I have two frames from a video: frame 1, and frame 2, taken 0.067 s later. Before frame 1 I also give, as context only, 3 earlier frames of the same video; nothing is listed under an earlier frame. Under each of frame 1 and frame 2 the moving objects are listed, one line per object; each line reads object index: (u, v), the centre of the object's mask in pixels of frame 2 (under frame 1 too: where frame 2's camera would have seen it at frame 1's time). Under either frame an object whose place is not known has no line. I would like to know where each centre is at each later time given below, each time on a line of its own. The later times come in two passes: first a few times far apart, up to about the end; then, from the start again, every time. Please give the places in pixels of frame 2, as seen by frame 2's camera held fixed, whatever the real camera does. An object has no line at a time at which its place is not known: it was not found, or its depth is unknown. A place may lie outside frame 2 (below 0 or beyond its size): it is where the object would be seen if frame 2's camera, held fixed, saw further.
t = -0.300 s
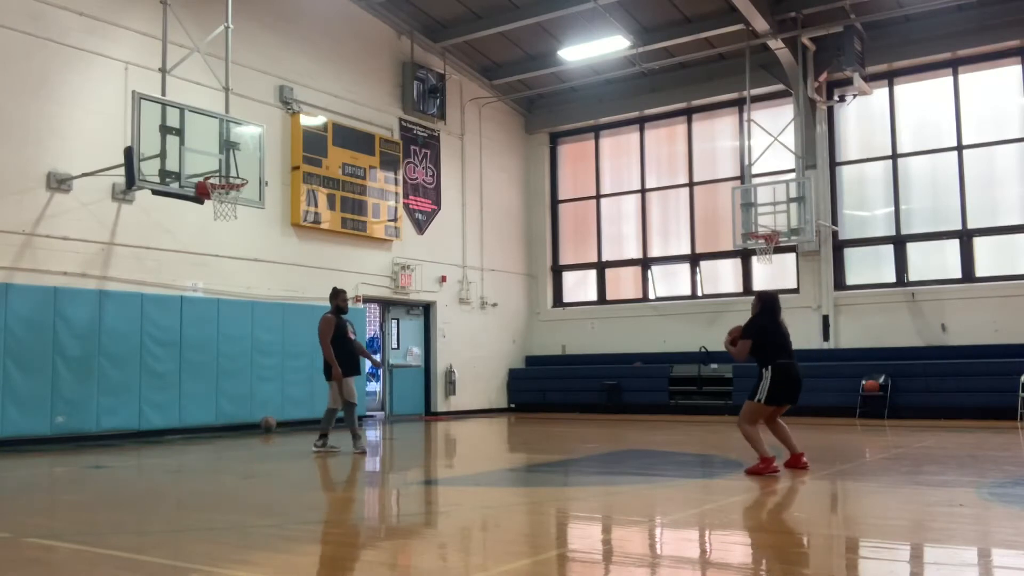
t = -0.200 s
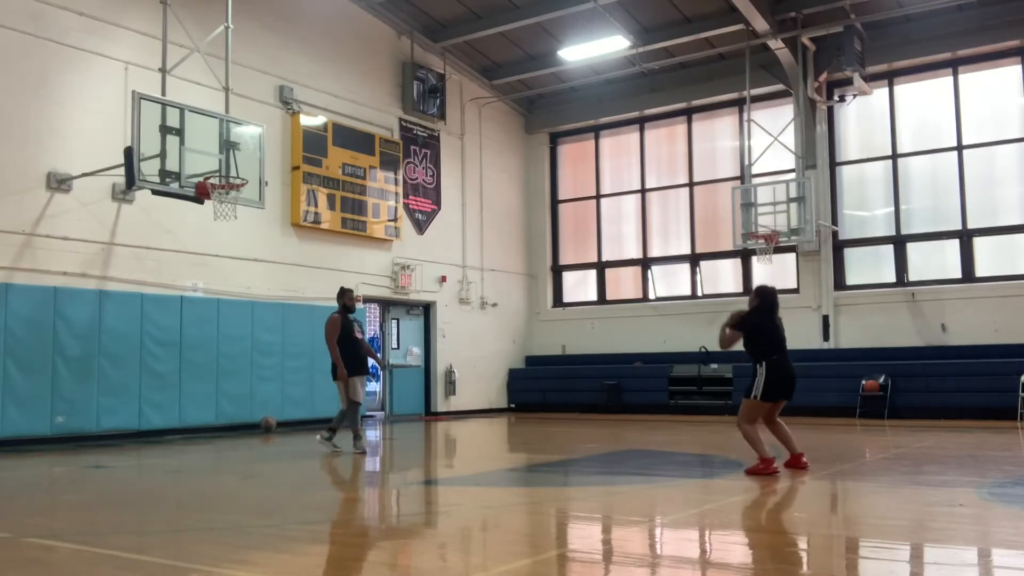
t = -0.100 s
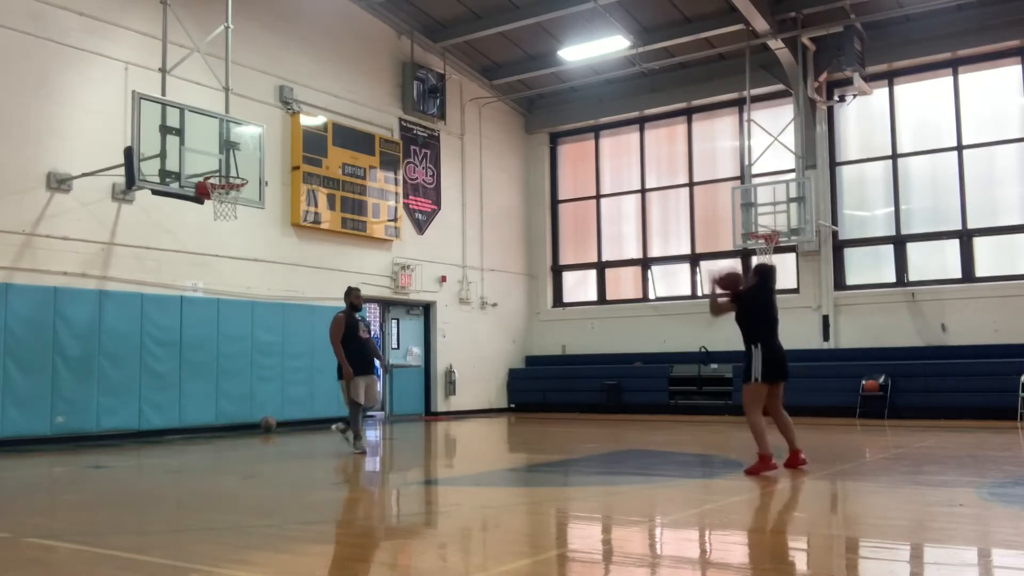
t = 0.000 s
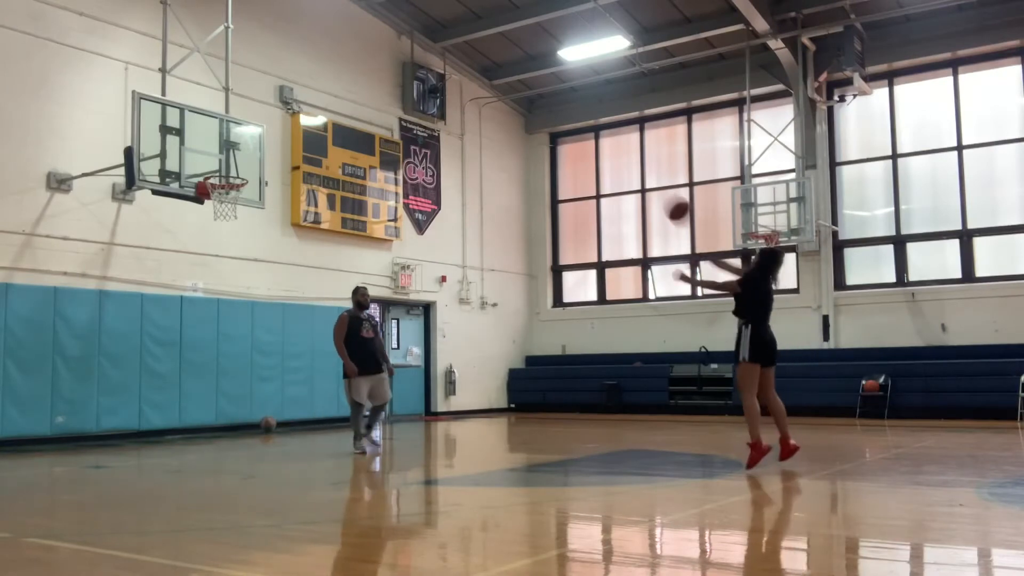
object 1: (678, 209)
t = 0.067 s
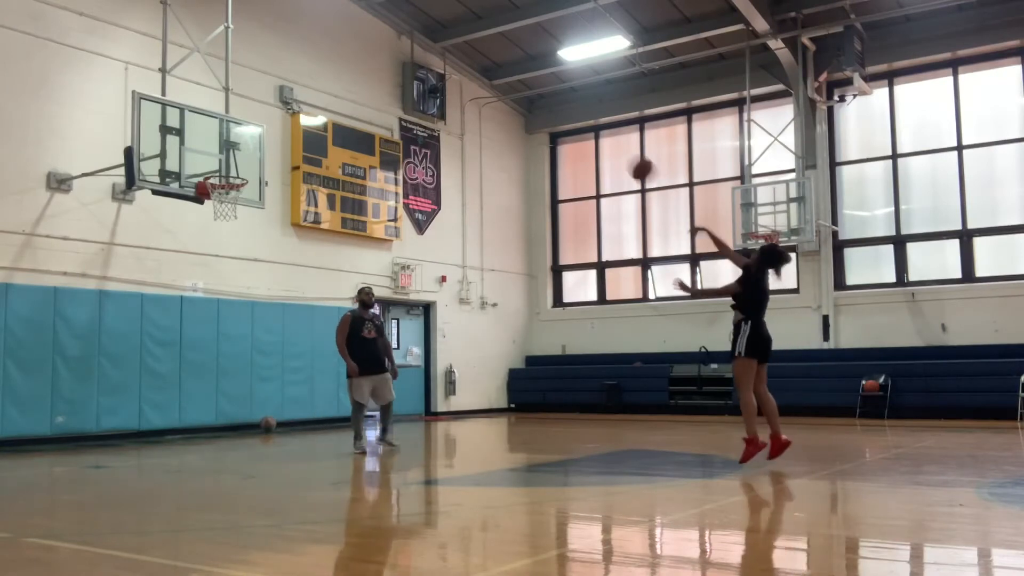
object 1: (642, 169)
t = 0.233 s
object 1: (561, 94)
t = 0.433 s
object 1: (471, 48)
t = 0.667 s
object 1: (381, 45)
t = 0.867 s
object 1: (313, 80)
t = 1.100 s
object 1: (239, 158)
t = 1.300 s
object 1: (211, 204)
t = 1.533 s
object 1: (215, 247)
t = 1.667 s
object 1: (216, 290)
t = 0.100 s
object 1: (624, 151)
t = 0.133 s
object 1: (606, 134)
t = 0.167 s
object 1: (592, 121)
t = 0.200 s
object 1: (574, 108)
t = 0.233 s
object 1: (561, 94)
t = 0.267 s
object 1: (544, 85)
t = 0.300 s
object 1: (527, 74)
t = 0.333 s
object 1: (512, 67)
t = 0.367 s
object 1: (498, 58)
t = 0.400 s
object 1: (485, 54)
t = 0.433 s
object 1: (471, 48)
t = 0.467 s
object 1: (457, 45)
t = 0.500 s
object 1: (443, 42)
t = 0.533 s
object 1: (431, 40)
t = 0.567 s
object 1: (418, 40)
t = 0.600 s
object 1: (405, 41)
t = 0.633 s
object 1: (393, 43)
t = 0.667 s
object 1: (381, 45)
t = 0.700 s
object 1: (370, 49)
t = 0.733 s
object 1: (358, 53)
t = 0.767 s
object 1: (346, 59)
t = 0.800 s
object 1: (335, 65)
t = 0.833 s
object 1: (324, 72)
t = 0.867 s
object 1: (313, 80)
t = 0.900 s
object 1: (302, 89)
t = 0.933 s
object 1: (291, 100)
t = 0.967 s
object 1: (280, 109)
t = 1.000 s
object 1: (270, 121)
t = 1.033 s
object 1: (261, 132)
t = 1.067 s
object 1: (249, 146)
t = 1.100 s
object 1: (239, 158)
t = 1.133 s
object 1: (229, 173)
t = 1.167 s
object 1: (223, 185)
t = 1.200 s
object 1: (212, 194)
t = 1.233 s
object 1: (211, 197)
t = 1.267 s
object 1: (210, 197)
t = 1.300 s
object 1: (211, 204)
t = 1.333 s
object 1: (212, 207)
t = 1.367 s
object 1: (213, 211)
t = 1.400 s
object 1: (213, 216)
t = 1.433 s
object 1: (214, 223)
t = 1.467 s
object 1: (214, 230)
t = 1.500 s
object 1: (214, 238)
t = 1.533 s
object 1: (215, 247)
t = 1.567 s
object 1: (215, 256)
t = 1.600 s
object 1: (215, 267)
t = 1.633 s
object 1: (216, 278)
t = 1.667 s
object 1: (216, 290)
